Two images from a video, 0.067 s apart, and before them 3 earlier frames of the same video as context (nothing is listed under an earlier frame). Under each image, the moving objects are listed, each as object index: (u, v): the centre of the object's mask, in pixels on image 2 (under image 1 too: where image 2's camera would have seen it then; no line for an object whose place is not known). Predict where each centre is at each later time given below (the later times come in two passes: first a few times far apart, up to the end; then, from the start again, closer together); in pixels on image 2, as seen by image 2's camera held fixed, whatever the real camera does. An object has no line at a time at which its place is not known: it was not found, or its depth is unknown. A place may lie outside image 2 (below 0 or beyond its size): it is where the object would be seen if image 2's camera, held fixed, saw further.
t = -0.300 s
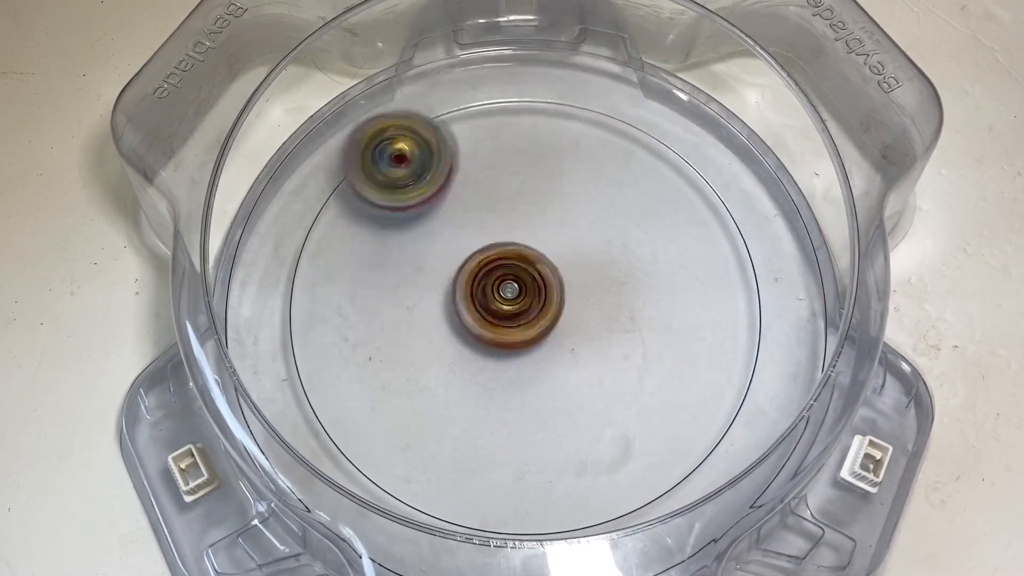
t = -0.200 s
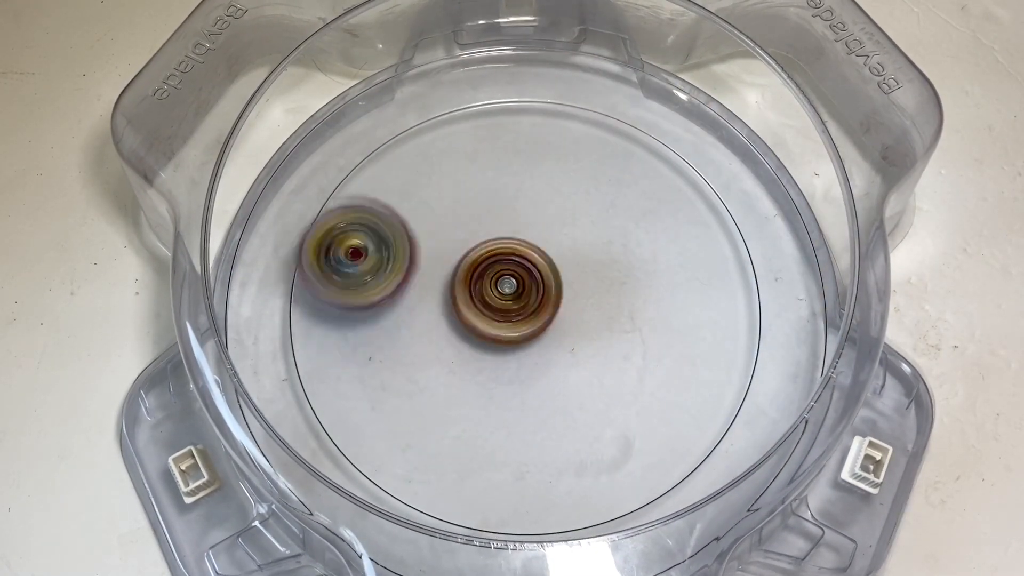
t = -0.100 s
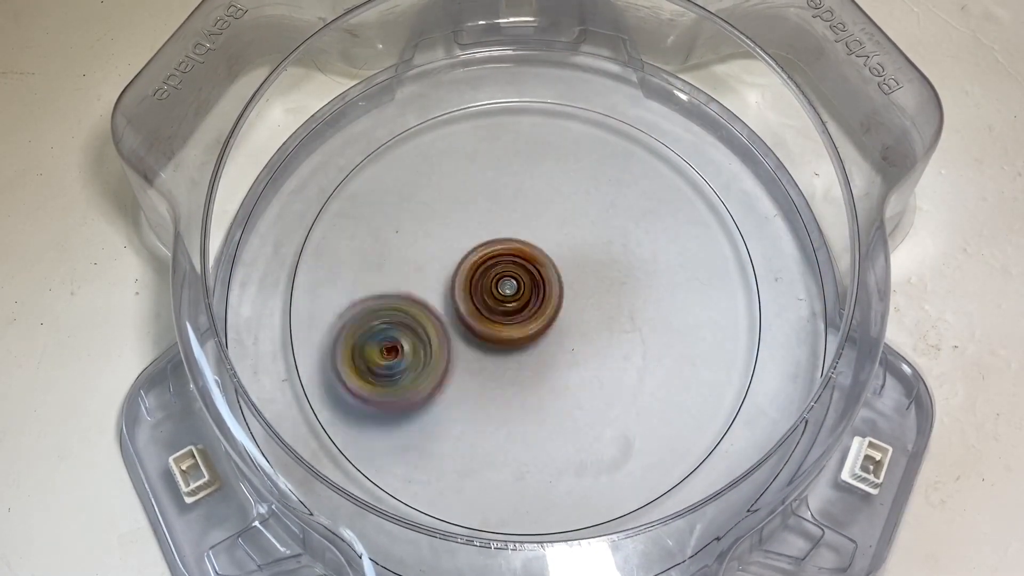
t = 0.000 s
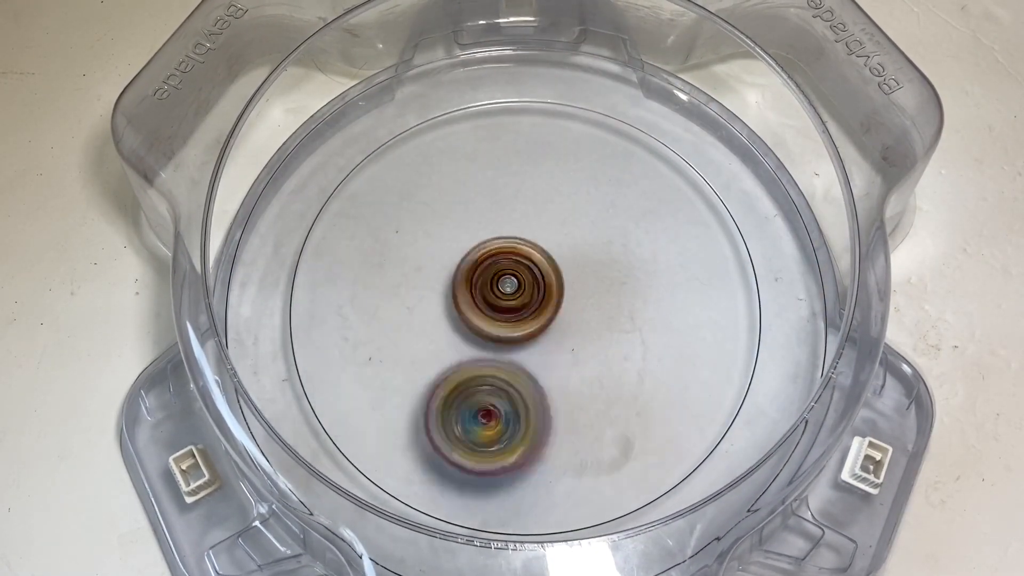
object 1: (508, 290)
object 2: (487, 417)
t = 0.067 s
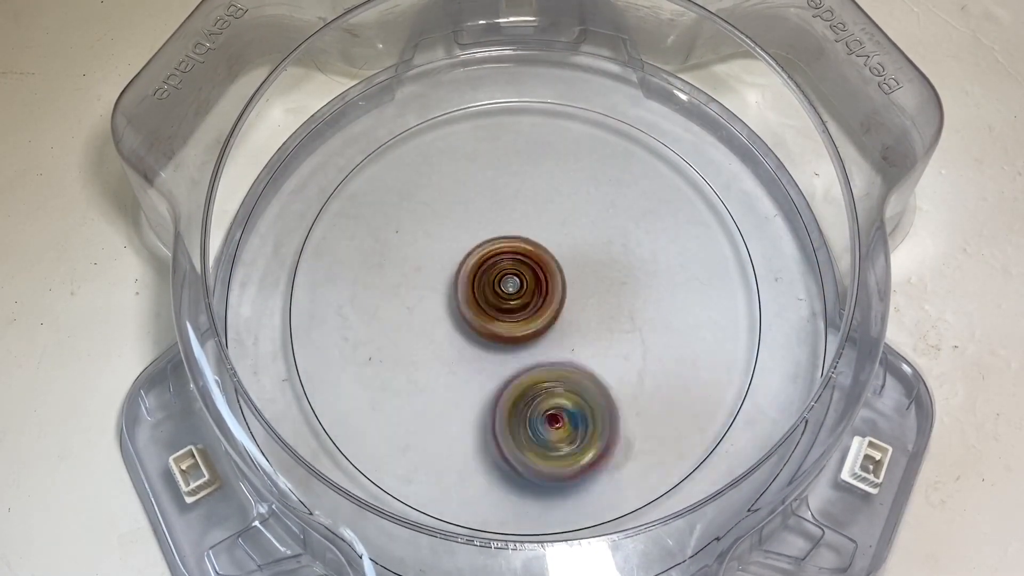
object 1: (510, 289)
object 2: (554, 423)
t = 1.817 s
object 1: (483, 325)
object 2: (570, 232)
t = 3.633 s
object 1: (491, 223)
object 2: (520, 326)
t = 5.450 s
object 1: (589, 334)
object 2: (489, 253)
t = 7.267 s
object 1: (626, 310)
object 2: (533, 241)
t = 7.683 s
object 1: (507, 333)
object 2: (564, 217)
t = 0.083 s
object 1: (510, 290)
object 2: (572, 419)
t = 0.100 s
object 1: (511, 290)
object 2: (585, 410)
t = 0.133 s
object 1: (512, 291)
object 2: (614, 393)
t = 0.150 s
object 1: (513, 292)
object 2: (622, 384)
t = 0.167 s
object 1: (513, 292)
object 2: (632, 373)
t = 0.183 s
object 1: (512, 292)
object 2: (640, 357)
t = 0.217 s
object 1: (513, 291)
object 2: (653, 329)
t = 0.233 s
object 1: (513, 291)
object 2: (651, 317)
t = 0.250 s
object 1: (513, 291)
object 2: (652, 304)
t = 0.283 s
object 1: (515, 289)
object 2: (646, 277)
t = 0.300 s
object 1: (516, 289)
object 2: (644, 265)
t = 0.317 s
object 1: (517, 288)
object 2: (636, 253)
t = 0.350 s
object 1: (519, 287)
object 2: (623, 234)
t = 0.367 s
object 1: (519, 287)
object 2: (615, 228)
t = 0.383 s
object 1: (518, 288)
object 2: (612, 222)
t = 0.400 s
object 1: (514, 289)
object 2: (603, 214)
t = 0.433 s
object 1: (509, 290)
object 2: (591, 202)
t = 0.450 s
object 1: (507, 290)
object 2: (579, 200)
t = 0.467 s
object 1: (505, 291)
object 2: (573, 198)
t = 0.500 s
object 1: (499, 292)
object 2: (556, 192)
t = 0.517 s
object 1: (496, 293)
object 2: (551, 187)
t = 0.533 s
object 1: (494, 294)
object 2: (544, 188)
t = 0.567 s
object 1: (491, 296)
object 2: (530, 188)
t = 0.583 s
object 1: (491, 297)
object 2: (527, 189)
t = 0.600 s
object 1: (487, 301)
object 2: (523, 187)
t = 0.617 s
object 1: (484, 306)
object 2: (521, 185)
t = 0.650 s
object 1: (480, 314)
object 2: (515, 183)
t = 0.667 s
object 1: (480, 319)
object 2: (513, 183)
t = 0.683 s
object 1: (480, 323)
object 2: (508, 184)
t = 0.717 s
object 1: (479, 331)
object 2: (503, 188)
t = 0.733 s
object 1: (481, 335)
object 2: (502, 191)
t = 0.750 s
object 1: (481, 338)
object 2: (500, 192)
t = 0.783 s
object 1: (484, 343)
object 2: (497, 200)
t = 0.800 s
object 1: (486, 345)
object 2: (495, 203)
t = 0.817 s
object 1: (487, 347)
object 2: (494, 209)
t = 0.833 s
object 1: (489, 349)
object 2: (492, 213)
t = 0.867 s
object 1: (491, 350)
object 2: (494, 221)
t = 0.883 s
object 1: (493, 351)
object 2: (495, 227)
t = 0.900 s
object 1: (495, 351)
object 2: (498, 231)
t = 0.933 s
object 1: (497, 353)
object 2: (502, 241)
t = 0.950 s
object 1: (497, 360)
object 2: (504, 241)
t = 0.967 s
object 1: (498, 370)
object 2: (506, 239)
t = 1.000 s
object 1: (501, 386)
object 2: (514, 238)
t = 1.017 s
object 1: (503, 393)
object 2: (518, 238)
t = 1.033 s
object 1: (506, 399)
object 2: (522, 238)
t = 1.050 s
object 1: (509, 405)
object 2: (525, 239)
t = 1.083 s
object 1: (516, 414)
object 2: (533, 241)
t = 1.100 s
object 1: (520, 418)
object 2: (535, 242)
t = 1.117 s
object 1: (524, 420)
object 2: (538, 242)
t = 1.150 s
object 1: (530, 423)
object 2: (543, 244)
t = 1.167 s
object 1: (533, 422)
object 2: (544, 245)
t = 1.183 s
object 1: (534, 420)
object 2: (548, 245)
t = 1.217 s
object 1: (539, 416)
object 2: (553, 247)
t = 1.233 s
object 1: (539, 414)
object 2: (556, 247)
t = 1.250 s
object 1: (541, 411)
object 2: (557, 249)
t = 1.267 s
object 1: (542, 407)
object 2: (560, 249)
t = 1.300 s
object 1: (543, 400)
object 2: (564, 252)
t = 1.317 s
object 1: (542, 396)
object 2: (563, 254)
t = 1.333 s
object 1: (542, 393)
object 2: (566, 255)
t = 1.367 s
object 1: (541, 385)
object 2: (568, 257)
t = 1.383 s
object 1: (541, 381)
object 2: (569, 258)
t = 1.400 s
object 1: (541, 377)
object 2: (571, 260)
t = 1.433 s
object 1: (539, 371)
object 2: (573, 264)
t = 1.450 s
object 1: (537, 370)
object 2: (578, 262)
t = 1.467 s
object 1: (534, 372)
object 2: (579, 259)
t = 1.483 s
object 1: (532, 372)
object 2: (580, 256)
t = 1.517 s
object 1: (527, 371)
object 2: (583, 250)
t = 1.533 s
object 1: (525, 369)
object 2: (584, 248)
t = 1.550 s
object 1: (523, 368)
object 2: (584, 246)
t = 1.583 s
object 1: (520, 363)
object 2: (583, 243)
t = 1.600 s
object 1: (518, 361)
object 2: (581, 242)
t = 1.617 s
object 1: (517, 358)
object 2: (581, 240)
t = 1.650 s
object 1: (514, 354)
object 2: (578, 238)
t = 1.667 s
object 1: (512, 351)
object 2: (575, 239)
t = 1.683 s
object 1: (511, 349)
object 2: (574, 238)
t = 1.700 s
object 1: (510, 345)
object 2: (570, 238)
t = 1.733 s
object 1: (506, 338)
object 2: (566, 239)
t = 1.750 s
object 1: (504, 334)
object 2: (564, 240)
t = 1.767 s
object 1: (501, 331)
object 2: (563, 241)
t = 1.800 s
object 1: (489, 327)
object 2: (567, 236)
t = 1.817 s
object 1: (483, 325)
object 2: (570, 232)
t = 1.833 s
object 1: (477, 323)
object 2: (570, 229)
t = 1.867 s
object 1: (468, 318)
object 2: (572, 224)
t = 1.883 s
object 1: (465, 314)
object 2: (573, 222)
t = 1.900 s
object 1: (462, 311)
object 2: (571, 220)
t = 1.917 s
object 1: (460, 307)
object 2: (571, 219)
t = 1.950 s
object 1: (457, 301)
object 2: (569, 217)
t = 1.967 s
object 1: (455, 298)
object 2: (567, 216)
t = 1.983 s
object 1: (454, 295)
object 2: (566, 216)
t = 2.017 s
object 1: (452, 288)
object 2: (563, 215)
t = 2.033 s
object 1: (453, 285)
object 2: (561, 215)
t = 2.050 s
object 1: (451, 282)
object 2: (560, 216)
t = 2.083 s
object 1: (451, 274)
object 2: (556, 218)
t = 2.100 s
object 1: (451, 272)
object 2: (553, 220)
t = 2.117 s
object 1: (451, 269)
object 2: (552, 221)
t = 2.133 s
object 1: (449, 267)
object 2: (552, 224)
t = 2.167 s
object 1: (444, 262)
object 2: (557, 228)
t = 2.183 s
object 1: (443, 261)
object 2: (559, 227)
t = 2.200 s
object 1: (442, 259)
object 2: (562, 230)
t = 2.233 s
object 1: (443, 256)
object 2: (568, 234)
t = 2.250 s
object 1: (443, 256)
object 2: (572, 234)
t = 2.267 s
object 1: (444, 255)
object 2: (572, 237)
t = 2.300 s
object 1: (446, 254)
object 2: (575, 241)
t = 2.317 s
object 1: (447, 253)
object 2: (577, 242)
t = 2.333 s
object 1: (448, 253)
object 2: (577, 246)
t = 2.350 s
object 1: (449, 253)
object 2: (579, 246)
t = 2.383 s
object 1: (451, 253)
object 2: (580, 251)
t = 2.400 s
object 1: (453, 252)
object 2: (579, 255)
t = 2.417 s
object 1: (454, 253)
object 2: (579, 257)
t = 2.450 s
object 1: (457, 253)
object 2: (578, 263)
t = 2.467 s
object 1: (460, 253)
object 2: (577, 266)
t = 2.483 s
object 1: (461, 253)
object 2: (577, 270)
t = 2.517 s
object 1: (464, 252)
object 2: (577, 278)
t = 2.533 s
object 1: (461, 250)
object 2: (579, 285)
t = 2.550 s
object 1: (458, 247)
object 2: (584, 291)
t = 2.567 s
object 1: (457, 246)
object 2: (588, 296)
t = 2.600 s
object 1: (456, 243)
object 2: (596, 307)
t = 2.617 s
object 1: (458, 243)
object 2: (596, 313)
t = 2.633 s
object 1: (459, 242)
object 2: (601, 317)
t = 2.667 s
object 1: (463, 242)
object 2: (602, 326)
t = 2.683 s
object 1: (465, 243)
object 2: (602, 329)
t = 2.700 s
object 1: (467, 244)
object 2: (605, 330)
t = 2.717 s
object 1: (468, 245)
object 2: (602, 334)
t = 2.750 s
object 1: (472, 247)
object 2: (600, 337)
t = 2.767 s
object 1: (474, 248)
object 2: (598, 337)
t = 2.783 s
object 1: (476, 249)
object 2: (596, 339)
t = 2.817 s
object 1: (482, 251)
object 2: (590, 339)
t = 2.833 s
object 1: (486, 254)
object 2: (587, 339)
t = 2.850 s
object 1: (490, 255)
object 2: (585, 338)
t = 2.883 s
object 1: (499, 259)
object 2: (579, 335)
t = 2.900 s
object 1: (497, 251)
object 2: (580, 343)
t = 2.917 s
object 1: (492, 242)
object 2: (584, 349)
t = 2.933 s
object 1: (488, 234)
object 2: (585, 356)
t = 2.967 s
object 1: (481, 221)
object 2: (584, 369)
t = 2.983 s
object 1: (479, 218)
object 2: (583, 375)
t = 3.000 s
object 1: (478, 215)
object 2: (583, 377)
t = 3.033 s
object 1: (476, 215)
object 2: (581, 381)
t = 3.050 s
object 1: (476, 215)
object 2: (577, 384)
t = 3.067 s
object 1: (476, 215)
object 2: (573, 385)
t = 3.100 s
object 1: (476, 217)
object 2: (567, 387)
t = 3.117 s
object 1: (476, 219)
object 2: (566, 385)
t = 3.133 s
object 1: (476, 220)
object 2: (563, 383)
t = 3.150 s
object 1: (476, 221)
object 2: (562, 381)
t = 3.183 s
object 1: (477, 224)
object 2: (555, 376)
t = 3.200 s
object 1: (478, 226)
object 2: (553, 373)
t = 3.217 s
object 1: (478, 227)
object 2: (551, 370)
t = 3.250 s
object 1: (480, 231)
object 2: (548, 362)
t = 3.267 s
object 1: (481, 233)
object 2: (546, 359)
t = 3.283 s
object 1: (482, 235)
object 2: (545, 355)
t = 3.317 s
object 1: (484, 239)
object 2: (545, 350)
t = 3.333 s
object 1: (484, 241)
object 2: (542, 347)
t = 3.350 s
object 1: (485, 243)
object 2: (543, 345)
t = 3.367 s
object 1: (486, 245)
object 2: (542, 343)
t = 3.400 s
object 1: (488, 244)
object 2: (540, 343)
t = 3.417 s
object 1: (488, 240)
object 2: (540, 345)
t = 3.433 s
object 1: (487, 236)
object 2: (540, 346)
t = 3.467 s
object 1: (488, 234)
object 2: (536, 345)
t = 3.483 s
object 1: (489, 234)
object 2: (535, 343)
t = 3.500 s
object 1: (489, 234)
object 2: (534, 342)
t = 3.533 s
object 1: (491, 232)
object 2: (531, 337)
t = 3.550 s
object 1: (491, 229)
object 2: (528, 337)
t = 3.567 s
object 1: (491, 227)
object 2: (528, 335)
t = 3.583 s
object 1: (491, 227)
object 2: (526, 335)
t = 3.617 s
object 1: (491, 225)
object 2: (523, 328)
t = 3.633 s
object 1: (491, 223)
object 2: (520, 326)
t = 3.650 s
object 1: (491, 223)
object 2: (520, 325)
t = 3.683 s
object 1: (490, 218)
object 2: (519, 322)
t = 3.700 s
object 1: (489, 216)
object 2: (517, 320)
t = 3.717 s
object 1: (489, 216)
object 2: (517, 319)
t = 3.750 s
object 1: (489, 210)
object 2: (513, 323)
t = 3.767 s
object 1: (489, 207)
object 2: (511, 329)
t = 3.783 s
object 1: (490, 205)
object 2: (514, 333)
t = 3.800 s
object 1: (491, 204)
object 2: (515, 336)
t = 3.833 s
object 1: (493, 205)
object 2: (515, 347)
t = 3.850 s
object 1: (494, 206)
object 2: (518, 353)
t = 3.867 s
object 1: (495, 208)
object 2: (519, 358)
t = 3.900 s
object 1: (496, 211)
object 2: (523, 368)
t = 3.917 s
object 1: (497, 212)
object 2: (526, 373)
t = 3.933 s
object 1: (498, 214)
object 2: (528, 377)
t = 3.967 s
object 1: (499, 218)
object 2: (537, 384)
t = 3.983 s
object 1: (501, 220)
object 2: (539, 385)
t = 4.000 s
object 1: (501, 222)
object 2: (542, 387)
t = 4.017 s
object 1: (503, 224)
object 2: (545, 388)
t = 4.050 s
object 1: (504, 229)
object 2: (551, 386)
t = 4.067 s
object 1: (505, 232)
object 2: (553, 384)
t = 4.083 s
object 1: (507, 234)
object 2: (558, 381)
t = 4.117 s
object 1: (510, 242)
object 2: (561, 375)
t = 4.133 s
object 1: (512, 247)
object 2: (563, 371)
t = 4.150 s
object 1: (514, 251)
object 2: (563, 368)
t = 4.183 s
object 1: (519, 260)
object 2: (564, 360)
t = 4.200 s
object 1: (522, 262)
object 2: (561, 359)
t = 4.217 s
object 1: (524, 262)
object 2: (556, 362)
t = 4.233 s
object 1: (528, 262)
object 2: (556, 370)
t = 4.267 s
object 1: (536, 263)
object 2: (551, 378)
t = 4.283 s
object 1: (539, 266)
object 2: (553, 382)
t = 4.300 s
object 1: (543, 269)
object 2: (553, 385)
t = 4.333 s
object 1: (548, 276)
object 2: (552, 394)
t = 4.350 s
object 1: (551, 280)
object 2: (550, 399)
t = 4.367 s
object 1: (554, 282)
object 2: (547, 402)
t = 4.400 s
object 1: (560, 289)
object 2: (542, 413)
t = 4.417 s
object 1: (563, 292)
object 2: (541, 415)
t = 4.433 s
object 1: (565, 296)
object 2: (540, 419)
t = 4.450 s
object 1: (567, 298)
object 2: (537, 423)
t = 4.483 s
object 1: (570, 304)
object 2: (532, 428)
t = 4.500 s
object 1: (572, 308)
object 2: (528, 433)
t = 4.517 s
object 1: (574, 311)
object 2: (525, 435)
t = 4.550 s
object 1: (576, 317)
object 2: (519, 438)
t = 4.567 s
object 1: (577, 319)
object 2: (517, 438)
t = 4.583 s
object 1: (578, 322)
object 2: (513, 435)
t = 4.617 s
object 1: (578, 327)
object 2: (509, 433)
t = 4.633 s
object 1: (578, 329)
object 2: (505, 429)
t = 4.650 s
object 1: (578, 331)
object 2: (504, 427)
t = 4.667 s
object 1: (577, 333)
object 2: (499, 422)
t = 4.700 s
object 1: (579, 333)
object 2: (490, 415)
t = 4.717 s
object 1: (580, 332)
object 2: (483, 413)
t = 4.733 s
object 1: (581, 332)
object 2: (479, 410)
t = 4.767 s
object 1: (581, 332)
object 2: (468, 405)
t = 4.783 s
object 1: (580, 331)
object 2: (465, 400)
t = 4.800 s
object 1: (581, 331)
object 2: (461, 395)
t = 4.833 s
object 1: (579, 332)
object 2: (455, 387)
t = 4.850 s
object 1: (578, 332)
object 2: (452, 383)
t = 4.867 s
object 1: (577, 331)
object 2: (452, 378)
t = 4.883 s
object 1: (576, 332)
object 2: (448, 373)
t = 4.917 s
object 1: (574, 332)
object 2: (446, 362)
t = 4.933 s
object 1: (572, 332)
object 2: (444, 360)
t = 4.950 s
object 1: (571, 331)
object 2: (444, 354)
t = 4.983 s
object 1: (567, 329)
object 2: (444, 345)
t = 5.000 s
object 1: (565, 330)
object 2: (444, 339)
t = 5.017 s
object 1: (563, 328)
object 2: (443, 334)
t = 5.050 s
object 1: (562, 327)
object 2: (443, 325)
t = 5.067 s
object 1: (564, 326)
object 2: (442, 319)
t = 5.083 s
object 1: (565, 325)
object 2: (443, 312)
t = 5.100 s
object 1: (564, 324)
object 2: (442, 310)
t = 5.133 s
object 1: (563, 322)
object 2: (447, 301)
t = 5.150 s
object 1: (562, 321)
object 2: (449, 300)
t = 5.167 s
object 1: (564, 322)
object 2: (449, 297)
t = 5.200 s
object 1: (567, 322)
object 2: (450, 287)
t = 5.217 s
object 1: (567, 321)
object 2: (451, 285)
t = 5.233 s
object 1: (568, 321)
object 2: (457, 281)
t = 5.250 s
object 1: (567, 320)
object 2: (460, 277)
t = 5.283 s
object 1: (572, 322)
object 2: (464, 273)
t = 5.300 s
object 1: (575, 325)
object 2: (463, 267)
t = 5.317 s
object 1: (578, 326)
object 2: (469, 262)
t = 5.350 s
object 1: (579, 327)
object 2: (475, 260)
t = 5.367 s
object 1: (579, 327)
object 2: (478, 258)
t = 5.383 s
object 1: (579, 327)
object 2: (482, 259)
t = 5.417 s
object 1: (580, 325)
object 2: (488, 259)
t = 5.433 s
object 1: (581, 326)
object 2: (491, 259)
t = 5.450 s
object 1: (589, 334)
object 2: (489, 253)
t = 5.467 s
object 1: (594, 342)
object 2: (489, 244)
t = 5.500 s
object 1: (602, 349)
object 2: (492, 236)
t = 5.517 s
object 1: (605, 352)
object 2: (493, 233)
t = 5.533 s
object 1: (608, 353)
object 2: (495, 232)
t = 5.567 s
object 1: (612, 354)
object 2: (504, 233)
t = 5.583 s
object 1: (613, 354)
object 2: (506, 237)
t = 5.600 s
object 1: (613, 354)
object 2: (508, 239)
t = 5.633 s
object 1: (613, 353)
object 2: (511, 244)
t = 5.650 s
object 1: (613, 352)
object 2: (514, 246)
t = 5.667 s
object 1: (612, 350)
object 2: (513, 250)
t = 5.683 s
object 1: (612, 350)
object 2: (514, 251)
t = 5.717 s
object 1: (610, 347)
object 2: (516, 255)
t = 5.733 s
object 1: (610, 347)
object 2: (515, 258)
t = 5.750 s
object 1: (608, 345)
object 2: (517, 259)
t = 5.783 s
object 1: (607, 343)
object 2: (518, 267)
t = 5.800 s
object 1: (606, 342)
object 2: (516, 269)
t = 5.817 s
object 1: (605, 341)
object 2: (517, 271)
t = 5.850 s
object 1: (606, 342)
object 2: (512, 273)
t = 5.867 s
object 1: (607, 344)
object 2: (508, 272)
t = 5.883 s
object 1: (606, 345)
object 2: (508, 271)
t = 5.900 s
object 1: (605, 345)
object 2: (503, 275)
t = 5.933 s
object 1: (601, 343)
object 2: (499, 276)
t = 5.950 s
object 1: (600, 342)
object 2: (498, 276)
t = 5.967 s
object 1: (599, 341)
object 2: (496, 278)
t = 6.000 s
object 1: (595, 338)
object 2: (491, 279)
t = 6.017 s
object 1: (592, 336)
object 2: (489, 279)
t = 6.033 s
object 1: (588, 334)
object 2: (489, 279)
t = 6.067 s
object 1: (581, 331)
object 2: (482, 279)
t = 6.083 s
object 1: (578, 329)
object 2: (477, 277)
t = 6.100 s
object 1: (578, 330)
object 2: (472, 273)
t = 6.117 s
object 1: (580, 333)
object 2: (460, 265)
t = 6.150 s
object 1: (580, 337)
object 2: (441, 250)
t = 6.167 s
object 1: (579, 337)
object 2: (428, 245)
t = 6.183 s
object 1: (579, 336)
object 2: (424, 239)
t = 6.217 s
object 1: (576, 335)
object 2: (403, 233)
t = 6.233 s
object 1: (576, 333)
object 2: (395, 231)
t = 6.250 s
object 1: (575, 333)
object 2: (390, 231)
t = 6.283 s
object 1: (573, 330)
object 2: (385, 231)
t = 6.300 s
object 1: (572, 329)
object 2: (383, 233)
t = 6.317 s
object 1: (570, 328)
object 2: (380, 236)
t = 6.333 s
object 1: (567, 325)
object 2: (379, 238)
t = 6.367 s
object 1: (562, 321)
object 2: (378, 240)
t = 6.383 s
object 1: (559, 318)
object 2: (381, 239)
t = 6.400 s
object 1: (557, 316)
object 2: (384, 240)
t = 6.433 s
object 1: (549, 309)
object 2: (386, 243)
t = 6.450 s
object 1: (547, 307)
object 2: (389, 245)
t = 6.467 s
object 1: (543, 304)
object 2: (392, 249)
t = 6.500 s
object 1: (536, 296)
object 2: (397, 254)
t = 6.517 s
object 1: (531, 293)
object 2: (399, 259)
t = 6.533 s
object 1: (528, 289)
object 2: (398, 263)
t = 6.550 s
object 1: (524, 287)
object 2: (399, 266)
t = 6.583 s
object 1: (516, 279)
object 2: (398, 270)
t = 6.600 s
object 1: (515, 278)
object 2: (398, 272)
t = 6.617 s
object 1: (520, 278)
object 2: (389, 271)
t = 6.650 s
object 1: (528, 277)
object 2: (376, 266)
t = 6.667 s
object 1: (530, 276)
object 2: (375, 262)
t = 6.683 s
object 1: (532, 276)
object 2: (376, 259)
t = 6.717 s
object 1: (535, 273)
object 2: (381, 256)
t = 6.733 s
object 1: (536, 273)
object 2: (387, 255)
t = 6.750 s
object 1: (538, 272)
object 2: (393, 256)
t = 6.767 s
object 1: (538, 272)
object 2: (399, 258)
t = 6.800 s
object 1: (540, 271)
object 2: (409, 264)
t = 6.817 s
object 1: (540, 272)
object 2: (415, 268)
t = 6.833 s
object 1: (540, 272)
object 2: (420, 273)
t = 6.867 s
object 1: (541, 272)
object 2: (427, 281)
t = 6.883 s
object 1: (551, 275)
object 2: (427, 281)
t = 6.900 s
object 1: (562, 278)
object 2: (424, 280)
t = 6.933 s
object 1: (578, 282)
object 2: (419, 280)
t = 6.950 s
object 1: (583, 284)
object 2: (419, 278)
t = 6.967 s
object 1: (588, 284)
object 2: (420, 276)
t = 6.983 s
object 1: (593, 285)
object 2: (424, 275)
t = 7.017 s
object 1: (603, 287)
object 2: (432, 272)
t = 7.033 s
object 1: (609, 288)
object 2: (436, 271)
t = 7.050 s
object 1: (614, 290)
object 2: (441, 269)
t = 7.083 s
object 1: (620, 294)
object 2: (454, 265)
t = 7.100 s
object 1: (625, 295)
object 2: (461, 263)
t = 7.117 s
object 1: (627, 297)
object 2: (468, 261)
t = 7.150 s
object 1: (628, 300)
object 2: (483, 258)
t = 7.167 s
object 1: (630, 302)
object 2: (490, 254)
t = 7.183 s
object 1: (631, 303)
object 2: (497, 253)
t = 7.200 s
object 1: (630, 305)
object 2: (503, 251)
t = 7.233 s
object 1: (629, 308)
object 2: (518, 246)
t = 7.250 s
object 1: (628, 310)
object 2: (525, 243)
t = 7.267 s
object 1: (626, 310)
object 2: (533, 241)
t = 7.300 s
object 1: (623, 314)
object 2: (547, 235)
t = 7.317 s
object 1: (620, 317)
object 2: (553, 232)
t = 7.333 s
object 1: (618, 317)
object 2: (558, 229)
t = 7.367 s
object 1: (611, 322)
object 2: (567, 224)
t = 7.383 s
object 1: (607, 325)
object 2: (571, 221)
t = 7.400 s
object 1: (603, 326)
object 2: (574, 218)
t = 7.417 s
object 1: (599, 328)
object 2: (577, 218)
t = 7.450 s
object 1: (588, 331)
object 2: (582, 216)
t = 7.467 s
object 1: (583, 333)
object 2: (583, 216)
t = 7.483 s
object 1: (577, 335)
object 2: (584, 216)
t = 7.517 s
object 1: (565, 336)
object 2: (583, 217)
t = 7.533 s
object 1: (560, 337)
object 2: (582, 218)
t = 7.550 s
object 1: (553, 338)
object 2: (579, 218)
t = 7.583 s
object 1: (542, 337)
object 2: (574, 219)
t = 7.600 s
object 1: (536, 338)
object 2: (571, 218)
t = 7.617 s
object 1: (530, 337)
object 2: (569, 218)
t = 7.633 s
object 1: (524, 336)
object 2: (567, 218)
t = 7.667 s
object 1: (513, 335)
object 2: (565, 218)
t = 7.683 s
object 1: (507, 333)
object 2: (564, 217)
